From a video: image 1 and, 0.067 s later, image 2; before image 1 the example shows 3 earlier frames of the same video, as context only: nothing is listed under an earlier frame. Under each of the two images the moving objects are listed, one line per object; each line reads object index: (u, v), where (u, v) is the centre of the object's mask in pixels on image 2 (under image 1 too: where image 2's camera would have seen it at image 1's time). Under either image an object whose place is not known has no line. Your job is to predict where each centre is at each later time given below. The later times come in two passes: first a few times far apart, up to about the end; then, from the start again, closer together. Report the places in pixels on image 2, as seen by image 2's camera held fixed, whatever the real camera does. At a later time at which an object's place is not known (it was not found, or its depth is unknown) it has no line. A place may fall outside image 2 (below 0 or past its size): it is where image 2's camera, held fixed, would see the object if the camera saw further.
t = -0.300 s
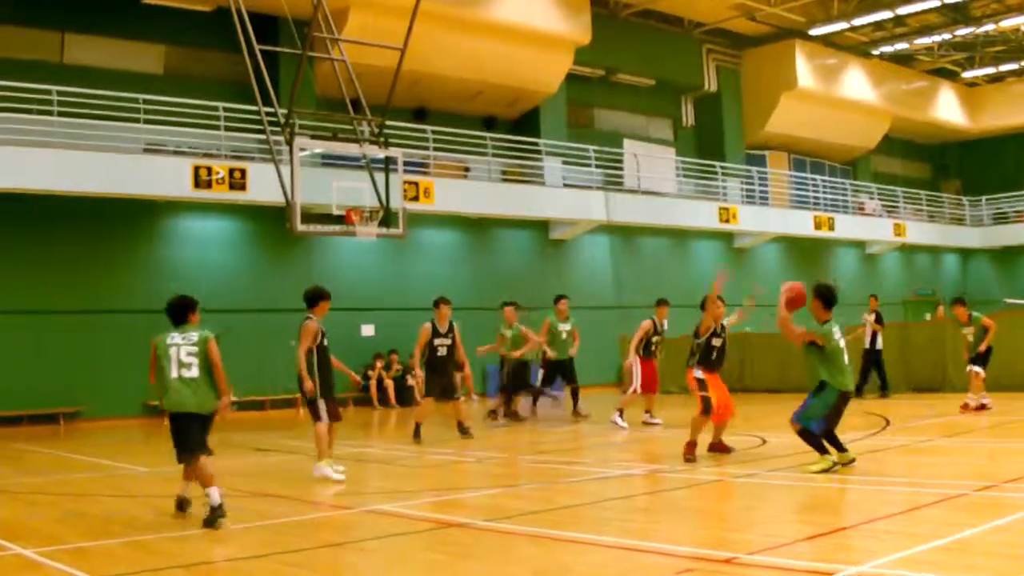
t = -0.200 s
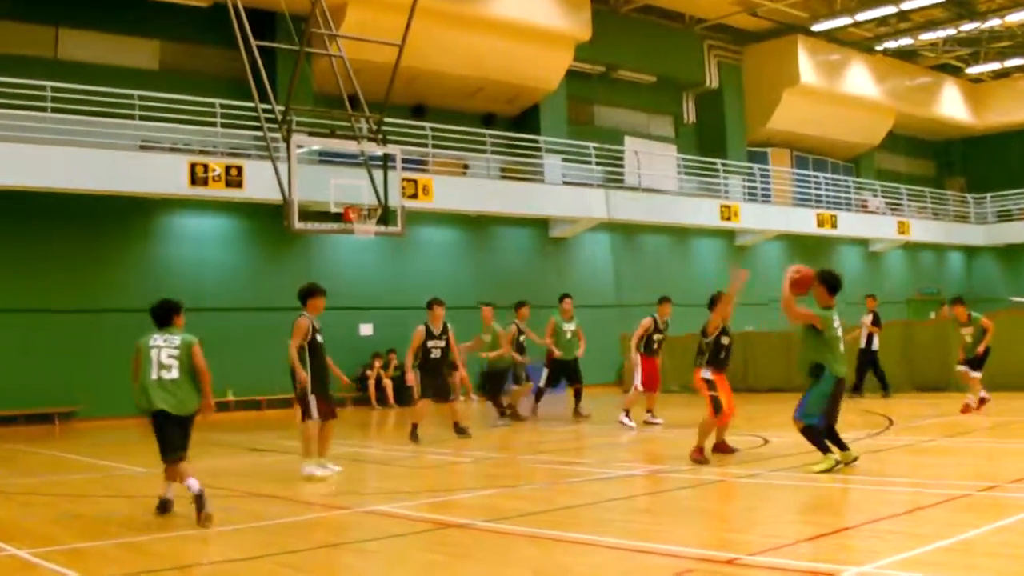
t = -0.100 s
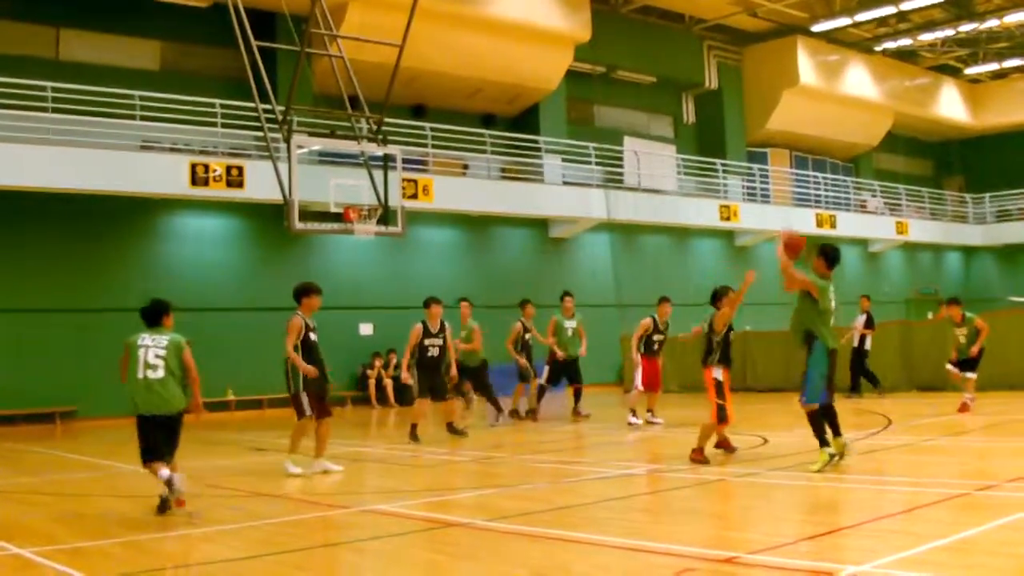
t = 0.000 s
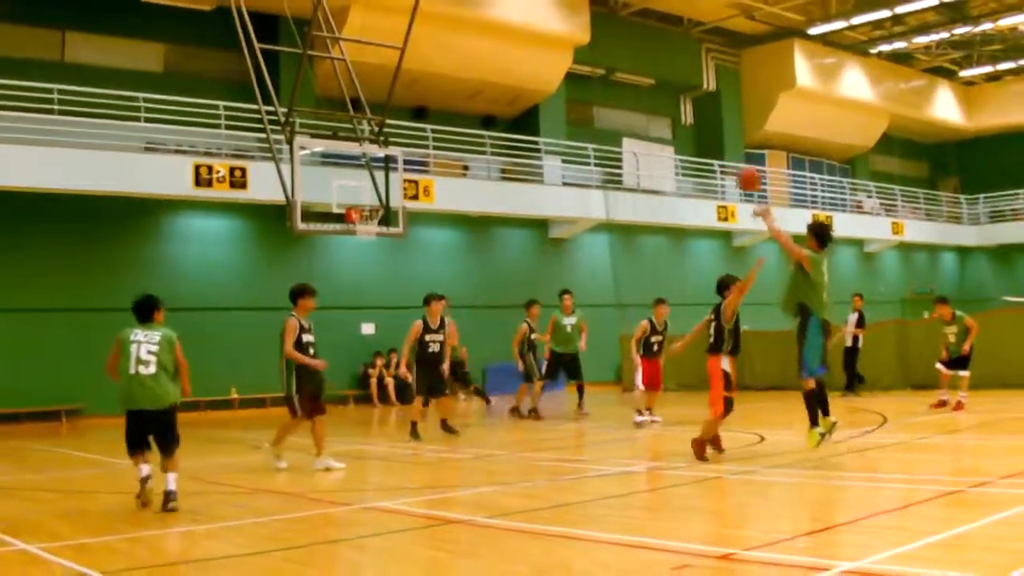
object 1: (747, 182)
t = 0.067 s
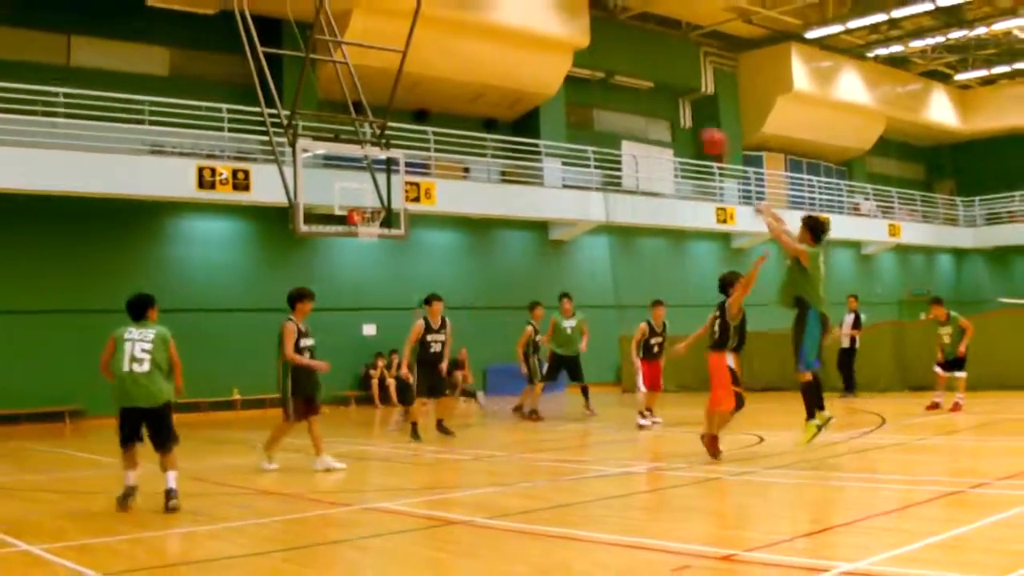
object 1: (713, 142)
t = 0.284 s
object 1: (619, 60)
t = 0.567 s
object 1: (522, 37)
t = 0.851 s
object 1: (447, 76)
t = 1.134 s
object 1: (389, 166)
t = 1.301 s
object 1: (358, 239)
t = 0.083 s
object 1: (707, 133)
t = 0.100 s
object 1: (698, 127)
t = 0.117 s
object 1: (691, 118)
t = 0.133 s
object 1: (683, 111)
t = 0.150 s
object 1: (675, 103)
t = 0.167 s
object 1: (667, 96)
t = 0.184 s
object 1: (662, 91)
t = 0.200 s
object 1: (654, 84)
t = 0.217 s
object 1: (649, 79)
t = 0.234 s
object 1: (639, 76)
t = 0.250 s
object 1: (633, 69)
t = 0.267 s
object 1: (626, 65)
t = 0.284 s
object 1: (619, 60)
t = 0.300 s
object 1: (613, 58)
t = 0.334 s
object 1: (600, 50)
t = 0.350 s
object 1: (595, 47)
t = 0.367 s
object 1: (588, 46)
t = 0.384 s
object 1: (583, 44)
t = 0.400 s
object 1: (577, 43)
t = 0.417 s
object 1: (571, 40)
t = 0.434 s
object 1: (564, 39)
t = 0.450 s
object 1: (559, 38)
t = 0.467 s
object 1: (554, 37)
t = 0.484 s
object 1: (548, 36)
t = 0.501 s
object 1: (543, 35)
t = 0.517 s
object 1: (538, 35)
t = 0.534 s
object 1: (532, 36)
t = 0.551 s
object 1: (527, 36)
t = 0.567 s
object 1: (522, 37)
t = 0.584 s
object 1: (518, 37)
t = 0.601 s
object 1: (513, 39)
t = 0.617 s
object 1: (508, 40)
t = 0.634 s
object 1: (503, 40)
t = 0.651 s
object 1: (498, 42)
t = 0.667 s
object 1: (493, 44)
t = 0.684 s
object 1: (489, 46)
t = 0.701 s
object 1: (484, 49)
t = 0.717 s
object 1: (480, 51)
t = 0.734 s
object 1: (475, 54)
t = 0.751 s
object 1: (471, 57)
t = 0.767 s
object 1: (468, 59)
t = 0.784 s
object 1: (463, 63)
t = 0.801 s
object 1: (459, 66)
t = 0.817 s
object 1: (455, 70)
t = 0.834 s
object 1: (451, 73)
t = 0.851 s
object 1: (447, 76)
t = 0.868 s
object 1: (444, 81)
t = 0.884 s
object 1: (439, 85)
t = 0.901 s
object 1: (435, 88)
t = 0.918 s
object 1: (432, 93)
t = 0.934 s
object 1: (430, 95)
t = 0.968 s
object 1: (424, 107)
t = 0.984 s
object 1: (419, 112)
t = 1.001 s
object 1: (416, 117)
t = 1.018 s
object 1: (412, 122)
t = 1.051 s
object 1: (404, 138)
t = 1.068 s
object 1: (401, 142)
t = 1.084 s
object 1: (397, 151)
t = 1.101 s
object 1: (393, 155)
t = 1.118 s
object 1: (391, 161)
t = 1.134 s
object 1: (389, 166)
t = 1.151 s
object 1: (383, 175)
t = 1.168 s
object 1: (381, 181)
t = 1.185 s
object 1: (379, 188)
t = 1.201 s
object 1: (376, 194)
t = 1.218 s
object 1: (374, 201)
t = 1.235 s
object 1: (370, 211)
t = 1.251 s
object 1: (366, 217)
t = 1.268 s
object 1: (365, 226)
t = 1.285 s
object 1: (361, 234)
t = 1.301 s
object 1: (358, 239)
